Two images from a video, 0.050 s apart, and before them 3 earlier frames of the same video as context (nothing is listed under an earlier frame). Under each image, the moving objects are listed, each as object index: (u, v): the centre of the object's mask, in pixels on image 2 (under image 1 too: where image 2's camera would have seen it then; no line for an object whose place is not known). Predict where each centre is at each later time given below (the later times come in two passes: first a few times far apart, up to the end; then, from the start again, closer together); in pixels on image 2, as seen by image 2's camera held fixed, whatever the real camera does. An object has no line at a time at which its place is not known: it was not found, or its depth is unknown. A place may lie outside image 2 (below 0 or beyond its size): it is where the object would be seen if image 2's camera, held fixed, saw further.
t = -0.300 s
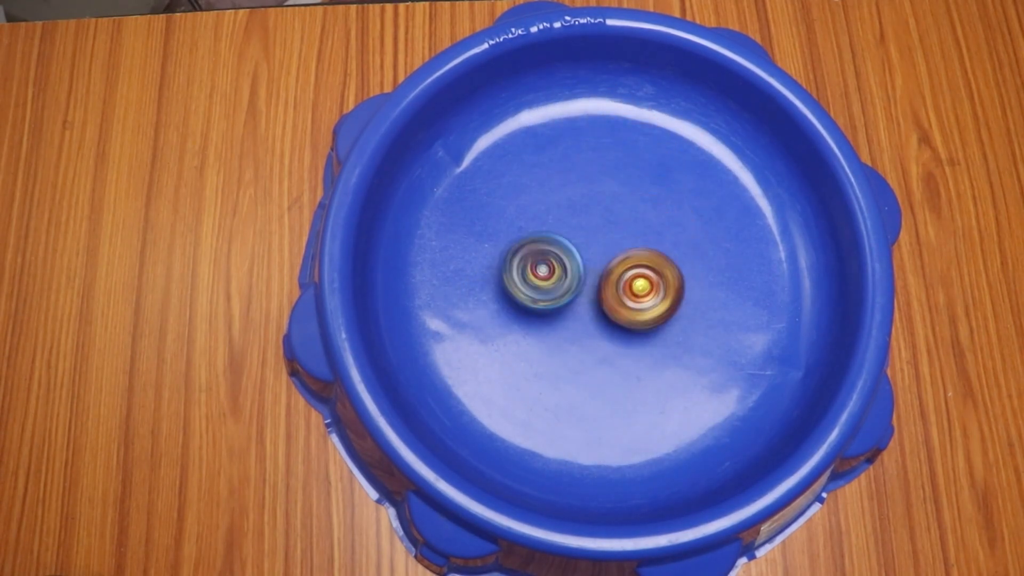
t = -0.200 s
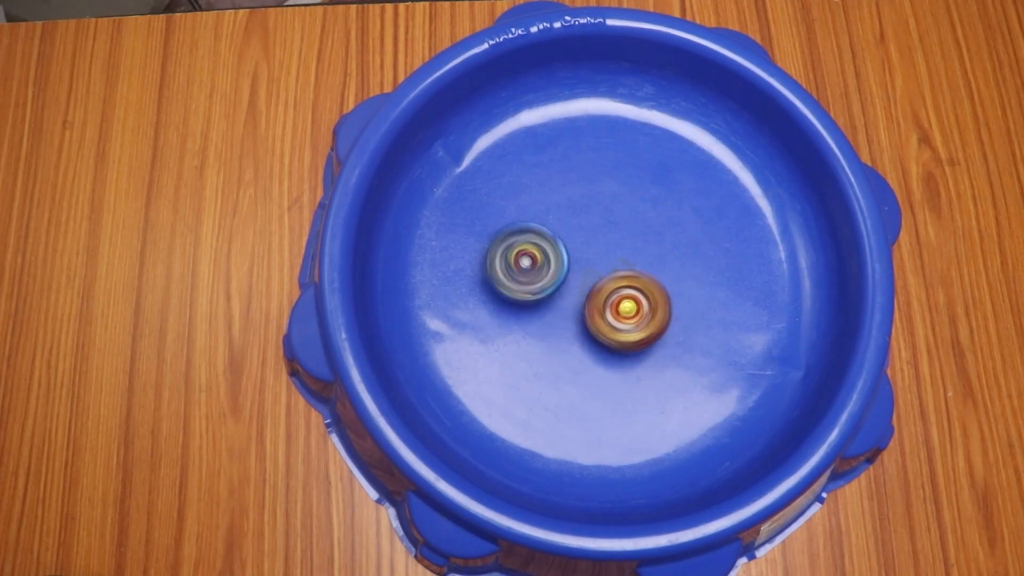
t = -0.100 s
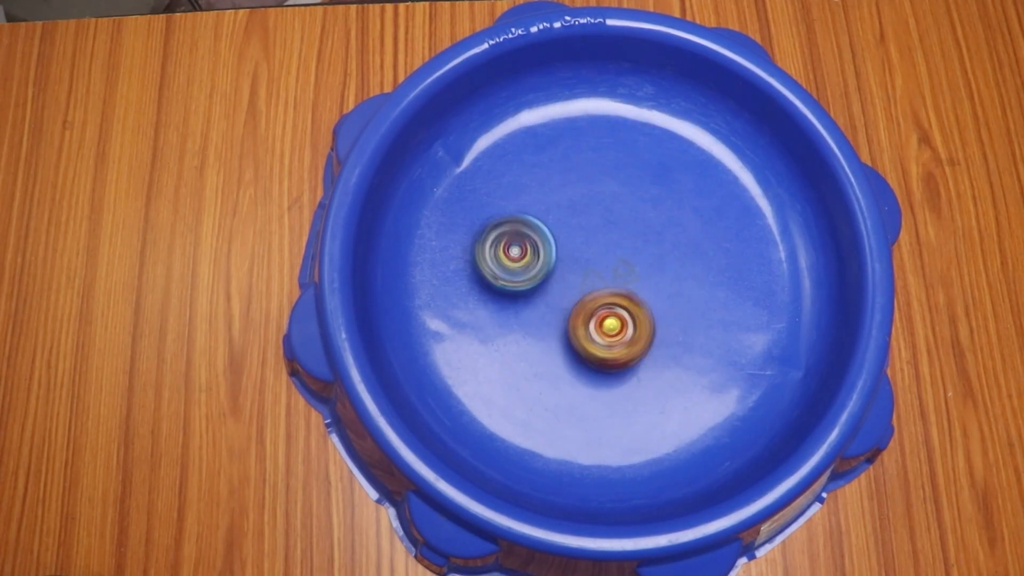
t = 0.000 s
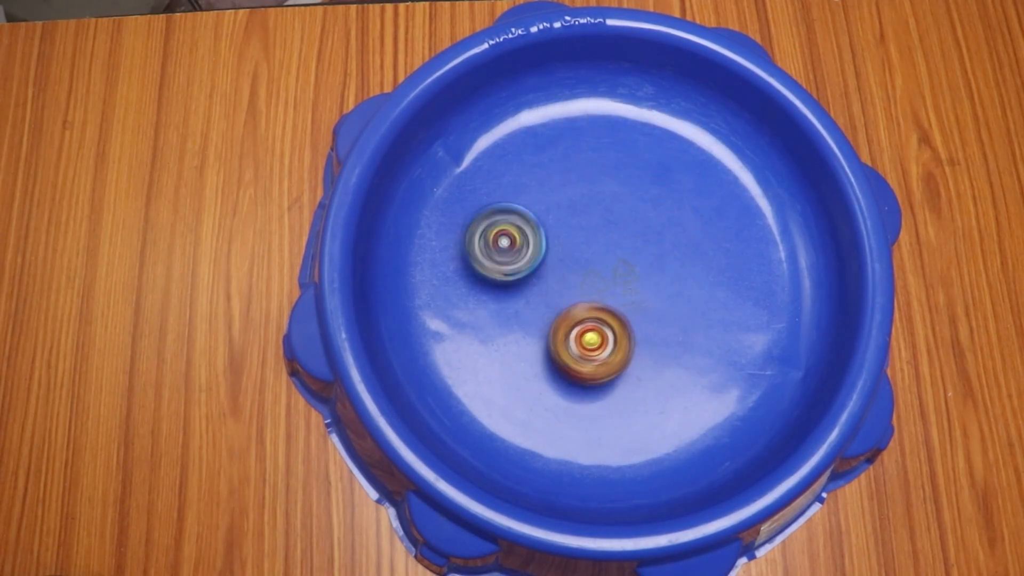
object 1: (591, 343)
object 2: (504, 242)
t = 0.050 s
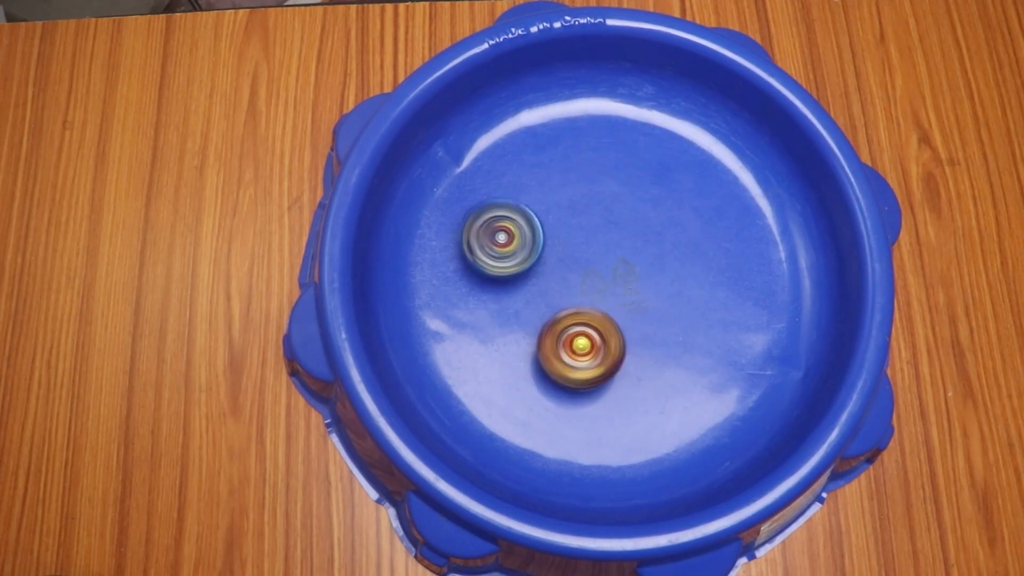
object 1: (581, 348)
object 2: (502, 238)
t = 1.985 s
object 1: (581, 335)
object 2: (679, 357)
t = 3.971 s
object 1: (643, 353)
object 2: (682, 209)
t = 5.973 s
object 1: (642, 318)
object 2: (592, 244)
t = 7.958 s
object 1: (699, 285)
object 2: (594, 219)
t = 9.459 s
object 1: (577, 317)
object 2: (688, 268)
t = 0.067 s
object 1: (577, 350)
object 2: (501, 237)
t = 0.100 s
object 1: (570, 353)
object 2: (500, 235)
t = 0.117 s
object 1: (567, 354)
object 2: (499, 233)
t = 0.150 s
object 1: (559, 355)
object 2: (499, 231)
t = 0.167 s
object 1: (557, 356)
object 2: (500, 231)
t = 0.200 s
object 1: (550, 357)
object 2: (500, 229)
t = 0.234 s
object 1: (544, 357)
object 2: (501, 228)
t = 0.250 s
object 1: (541, 356)
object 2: (503, 227)
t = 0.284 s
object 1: (537, 355)
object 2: (504, 225)
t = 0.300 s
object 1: (535, 355)
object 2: (506, 226)
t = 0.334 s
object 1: (531, 353)
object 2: (510, 224)
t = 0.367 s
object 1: (527, 351)
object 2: (513, 223)
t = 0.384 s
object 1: (526, 350)
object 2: (515, 223)
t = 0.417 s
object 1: (524, 347)
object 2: (519, 222)
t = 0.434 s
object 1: (523, 345)
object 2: (522, 223)
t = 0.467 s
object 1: (522, 342)
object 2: (527, 222)
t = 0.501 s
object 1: (522, 338)
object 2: (533, 220)
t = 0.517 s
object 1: (521, 336)
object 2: (535, 221)
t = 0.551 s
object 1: (521, 331)
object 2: (542, 221)
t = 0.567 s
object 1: (521, 329)
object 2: (544, 220)
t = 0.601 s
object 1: (522, 324)
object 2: (552, 222)
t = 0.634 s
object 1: (522, 319)
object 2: (559, 222)
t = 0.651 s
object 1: (523, 317)
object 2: (561, 221)
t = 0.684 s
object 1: (525, 311)
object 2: (569, 223)
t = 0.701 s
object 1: (527, 309)
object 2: (573, 222)
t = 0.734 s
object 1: (529, 303)
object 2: (580, 223)
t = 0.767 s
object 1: (533, 298)
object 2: (588, 226)
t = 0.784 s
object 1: (535, 296)
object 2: (592, 225)
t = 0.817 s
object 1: (539, 289)
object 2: (600, 227)
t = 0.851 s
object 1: (541, 285)
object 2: (611, 229)
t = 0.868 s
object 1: (541, 285)
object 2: (618, 228)
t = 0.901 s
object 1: (541, 284)
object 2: (627, 226)
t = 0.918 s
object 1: (540, 283)
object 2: (635, 226)
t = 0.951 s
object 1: (541, 283)
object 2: (643, 225)
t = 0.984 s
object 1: (543, 281)
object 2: (651, 225)
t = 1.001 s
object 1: (543, 281)
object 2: (656, 225)
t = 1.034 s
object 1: (545, 281)
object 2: (663, 225)
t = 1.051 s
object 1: (546, 280)
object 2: (667, 226)
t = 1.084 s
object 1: (548, 280)
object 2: (674, 226)
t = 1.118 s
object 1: (551, 280)
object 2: (678, 227)
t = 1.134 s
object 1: (552, 280)
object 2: (683, 228)
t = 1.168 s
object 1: (556, 280)
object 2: (688, 229)
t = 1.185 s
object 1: (557, 280)
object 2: (691, 232)
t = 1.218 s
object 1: (561, 282)
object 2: (696, 233)
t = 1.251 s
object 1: (565, 283)
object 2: (700, 236)
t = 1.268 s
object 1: (567, 284)
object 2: (703, 240)
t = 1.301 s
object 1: (570, 286)
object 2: (708, 242)
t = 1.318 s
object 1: (573, 287)
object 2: (709, 246)
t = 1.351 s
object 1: (577, 289)
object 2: (714, 251)
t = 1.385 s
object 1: (581, 293)
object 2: (715, 255)
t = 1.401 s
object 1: (583, 295)
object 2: (717, 259)
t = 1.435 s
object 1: (586, 297)
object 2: (720, 263)
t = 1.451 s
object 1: (588, 299)
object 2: (720, 267)
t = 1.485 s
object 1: (592, 302)
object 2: (722, 274)
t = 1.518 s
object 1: (594, 305)
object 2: (722, 278)
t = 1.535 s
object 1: (596, 308)
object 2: (721, 283)
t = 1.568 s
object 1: (599, 311)
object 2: (722, 288)
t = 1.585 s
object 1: (600, 312)
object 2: (721, 293)
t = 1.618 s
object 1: (603, 316)
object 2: (720, 300)
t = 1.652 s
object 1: (605, 319)
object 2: (717, 304)
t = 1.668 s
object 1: (605, 320)
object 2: (715, 309)
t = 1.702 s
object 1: (607, 324)
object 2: (713, 314)
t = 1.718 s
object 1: (607, 325)
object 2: (711, 318)
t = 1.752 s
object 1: (608, 328)
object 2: (707, 324)
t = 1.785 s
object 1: (609, 330)
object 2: (702, 328)
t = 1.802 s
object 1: (609, 331)
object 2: (699, 331)
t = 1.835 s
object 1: (605, 330)
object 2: (698, 336)
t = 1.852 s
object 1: (601, 330)
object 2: (697, 339)
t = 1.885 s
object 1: (596, 332)
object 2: (695, 345)
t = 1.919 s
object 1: (591, 333)
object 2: (690, 348)
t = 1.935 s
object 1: (588, 334)
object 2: (688, 352)
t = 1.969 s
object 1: (583, 335)
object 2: (682, 354)
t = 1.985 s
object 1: (581, 335)
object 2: (679, 357)
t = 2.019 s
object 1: (575, 335)
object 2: (673, 358)
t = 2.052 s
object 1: (571, 335)
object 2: (666, 360)
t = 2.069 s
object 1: (569, 335)
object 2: (664, 361)
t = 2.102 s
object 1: (565, 333)
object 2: (657, 363)
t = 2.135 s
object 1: (562, 331)
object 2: (649, 365)
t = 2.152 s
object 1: (560, 329)
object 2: (647, 366)
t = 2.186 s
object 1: (553, 324)
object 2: (642, 370)
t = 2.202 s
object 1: (550, 322)
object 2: (640, 370)
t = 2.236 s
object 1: (545, 316)
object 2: (634, 373)
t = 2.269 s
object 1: (541, 311)
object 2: (629, 375)
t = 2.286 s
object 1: (539, 307)
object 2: (625, 375)
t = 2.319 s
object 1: (535, 301)
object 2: (620, 377)
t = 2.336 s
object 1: (534, 297)
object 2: (616, 376)
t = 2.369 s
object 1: (532, 291)
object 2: (612, 377)
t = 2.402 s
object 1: (531, 283)
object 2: (606, 375)
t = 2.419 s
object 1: (530, 280)
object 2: (604, 376)
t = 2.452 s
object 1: (530, 272)
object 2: (598, 373)
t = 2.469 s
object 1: (530, 268)
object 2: (597, 374)
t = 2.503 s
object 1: (532, 262)
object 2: (591, 370)
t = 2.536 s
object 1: (532, 254)
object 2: (586, 369)
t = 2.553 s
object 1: (534, 251)
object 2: (584, 367)
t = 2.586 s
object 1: (536, 244)
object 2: (579, 364)
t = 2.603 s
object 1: (538, 241)
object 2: (577, 362)
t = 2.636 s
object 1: (542, 235)
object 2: (572, 359)
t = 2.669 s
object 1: (546, 229)
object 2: (570, 356)
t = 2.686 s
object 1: (549, 227)
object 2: (567, 353)
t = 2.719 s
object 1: (553, 221)
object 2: (565, 350)
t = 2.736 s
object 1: (557, 220)
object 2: (563, 347)
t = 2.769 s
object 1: (562, 215)
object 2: (562, 343)
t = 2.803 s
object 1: (569, 212)
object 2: (560, 336)
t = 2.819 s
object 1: (572, 209)
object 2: (560, 335)
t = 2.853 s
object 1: (579, 208)
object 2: (558, 327)
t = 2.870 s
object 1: (583, 206)
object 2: (558, 326)
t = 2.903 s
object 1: (589, 205)
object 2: (557, 318)
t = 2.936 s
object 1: (597, 204)
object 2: (557, 314)
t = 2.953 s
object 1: (600, 203)
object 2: (557, 310)
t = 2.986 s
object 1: (608, 204)
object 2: (558, 305)
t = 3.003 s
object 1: (611, 203)
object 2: (558, 301)
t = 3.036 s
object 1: (620, 205)
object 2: (560, 296)
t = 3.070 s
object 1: (627, 207)
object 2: (562, 289)
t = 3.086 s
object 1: (631, 208)
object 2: (563, 287)
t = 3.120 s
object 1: (638, 210)
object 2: (565, 280)
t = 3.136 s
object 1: (642, 212)
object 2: (567, 278)
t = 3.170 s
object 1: (649, 215)
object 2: (570, 270)
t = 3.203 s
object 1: (656, 220)
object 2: (572, 265)
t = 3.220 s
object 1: (659, 222)
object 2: (575, 261)
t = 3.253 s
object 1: (665, 227)
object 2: (578, 256)
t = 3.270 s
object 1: (668, 230)
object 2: (581, 252)
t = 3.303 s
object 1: (674, 235)
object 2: (584, 247)
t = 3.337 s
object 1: (679, 241)
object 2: (590, 243)
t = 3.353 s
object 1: (681, 245)
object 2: (591, 241)
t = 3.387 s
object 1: (686, 251)
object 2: (597, 235)
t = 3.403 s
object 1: (686, 255)
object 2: (598, 234)
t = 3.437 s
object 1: (690, 262)
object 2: (604, 228)
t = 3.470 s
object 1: (692, 268)
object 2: (608, 224)
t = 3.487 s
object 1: (693, 273)
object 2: (612, 222)
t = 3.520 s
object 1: (694, 279)
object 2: (616, 219)
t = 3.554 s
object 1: (694, 288)
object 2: (622, 216)
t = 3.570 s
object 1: (694, 290)
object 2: (624, 214)
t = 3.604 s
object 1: (693, 299)
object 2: (631, 212)
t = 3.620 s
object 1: (693, 302)
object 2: (632, 211)
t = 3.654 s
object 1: (690, 309)
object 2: (639, 209)
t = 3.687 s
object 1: (688, 316)
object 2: (642, 206)
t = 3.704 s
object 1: (686, 319)
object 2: (646, 205)
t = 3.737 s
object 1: (682, 326)
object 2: (650, 204)
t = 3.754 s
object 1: (680, 328)
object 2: (654, 204)
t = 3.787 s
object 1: (676, 334)
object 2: (658, 204)
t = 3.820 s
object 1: (671, 339)
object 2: (664, 205)
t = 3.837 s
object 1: (668, 341)
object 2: (665, 205)
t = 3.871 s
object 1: (663, 345)
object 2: (671, 206)
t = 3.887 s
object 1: (659, 347)
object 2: (672, 206)
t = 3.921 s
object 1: (653, 350)
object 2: (676, 207)
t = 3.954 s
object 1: (646, 353)
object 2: (678, 208)
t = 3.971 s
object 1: (643, 353)
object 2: (682, 209)
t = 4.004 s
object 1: (635, 355)
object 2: (683, 211)
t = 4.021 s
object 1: (632, 355)
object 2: (686, 212)
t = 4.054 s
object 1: (624, 355)
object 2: (687, 216)
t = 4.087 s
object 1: (617, 354)
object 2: (691, 219)
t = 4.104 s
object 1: (613, 354)
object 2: (691, 221)
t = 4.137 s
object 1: (606, 352)
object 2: (693, 224)
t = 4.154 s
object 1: (603, 351)
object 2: (693, 227)
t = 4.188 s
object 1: (596, 348)
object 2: (694, 229)
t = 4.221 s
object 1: (591, 345)
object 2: (693, 235)
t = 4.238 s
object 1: (587, 343)
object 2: (695, 236)
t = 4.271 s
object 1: (582, 339)
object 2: (694, 241)
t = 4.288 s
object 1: (579, 337)
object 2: (694, 243)
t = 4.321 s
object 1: (575, 332)
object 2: (693, 248)
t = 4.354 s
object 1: (570, 327)
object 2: (692, 252)
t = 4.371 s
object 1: (568, 323)
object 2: (691, 256)
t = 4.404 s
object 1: (565, 318)
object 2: (689, 260)
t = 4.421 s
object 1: (564, 314)
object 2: (689, 263)
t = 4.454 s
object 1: (562, 308)
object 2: (684, 267)
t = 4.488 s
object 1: (560, 301)
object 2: (681, 273)
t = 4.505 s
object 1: (560, 298)
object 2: (678, 275)
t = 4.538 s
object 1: (560, 291)
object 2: (676, 281)
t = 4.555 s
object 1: (561, 288)
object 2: (673, 284)
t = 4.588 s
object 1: (561, 281)
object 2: (670, 288)
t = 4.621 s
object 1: (563, 274)
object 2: (664, 292)
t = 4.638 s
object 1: (564, 270)
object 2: (663, 294)
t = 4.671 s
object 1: (567, 263)
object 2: (656, 299)
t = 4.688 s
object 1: (568, 259)
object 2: (654, 300)
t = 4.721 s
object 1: (572, 253)
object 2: (650, 305)
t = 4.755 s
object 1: (577, 247)
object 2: (646, 308)
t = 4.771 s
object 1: (579, 244)
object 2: (643, 310)
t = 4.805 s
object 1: (585, 238)
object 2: (637, 312)
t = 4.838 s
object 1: (590, 233)
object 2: (631, 317)
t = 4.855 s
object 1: (593, 231)
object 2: (629, 317)
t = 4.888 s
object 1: (599, 227)
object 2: (623, 319)
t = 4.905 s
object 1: (603, 225)
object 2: (619, 320)
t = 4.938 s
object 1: (609, 221)
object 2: (614, 323)
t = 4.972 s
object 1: (615, 218)
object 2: (608, 323)
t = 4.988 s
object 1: (619, 217)
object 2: (607, 324)
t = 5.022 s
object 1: (626, 215)
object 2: (600, 324)
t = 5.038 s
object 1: (630, 215)
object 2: (597, 324)
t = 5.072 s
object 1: (637, 214)
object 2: (591, 325)
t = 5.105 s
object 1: (645, 214)
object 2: (587, 326)
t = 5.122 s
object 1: (647, 214)
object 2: (584, 325)
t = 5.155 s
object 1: (655, 215)
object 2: (579, 324)
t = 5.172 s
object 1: (657, 216)
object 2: (577, 325)
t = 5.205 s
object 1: (664, 217)
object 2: (572, 322)
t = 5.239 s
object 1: (670, 219)
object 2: (568, 322)
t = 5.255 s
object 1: (672, 220)
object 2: (565, 320)
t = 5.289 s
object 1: (678, 224)
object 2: (563, 320)
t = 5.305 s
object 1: (680, 225)
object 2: (560, 317)
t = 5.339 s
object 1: (684, 229)
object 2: (560, 316)
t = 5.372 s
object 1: (688, 234)
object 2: (555, 312)
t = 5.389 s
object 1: (690, 235)
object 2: (556, 311)
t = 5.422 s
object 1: (693, 240)
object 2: (554, 309)
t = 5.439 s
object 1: (694, 242)
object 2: (553, 306)
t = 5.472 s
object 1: (696, 248)
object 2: (554, 305)
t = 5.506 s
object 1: (698, 253)
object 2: (553, 300)
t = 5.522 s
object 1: (698, 256)
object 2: (554, 299)
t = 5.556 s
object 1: (699, 261)
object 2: (553, 294)
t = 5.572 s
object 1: (699, 264)
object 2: (555, 293)
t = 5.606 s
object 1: (697, 270)
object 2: (554, 290)
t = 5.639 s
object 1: (696, 276)
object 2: (559, 286)
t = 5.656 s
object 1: (695, 278)
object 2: (558, 284)
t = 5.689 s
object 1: (691, 284)
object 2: (560, 279)
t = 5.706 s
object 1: (690, 287)
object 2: (563, 278)
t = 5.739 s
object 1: (686, 293)
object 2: (564, 272)
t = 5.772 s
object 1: (681, 297)
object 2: (568, 269)
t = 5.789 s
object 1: (679, 300)
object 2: (569, 266)
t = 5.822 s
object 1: (673, 304)
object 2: (574, 262)
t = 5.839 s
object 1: (670, 306)
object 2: (575, 260)
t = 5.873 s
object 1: (664, 310)
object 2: (579, 255)
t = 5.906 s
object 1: (657, 313)
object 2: (583, 252)
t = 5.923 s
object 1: (653, 315)
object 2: (585, 249)
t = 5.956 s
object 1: (646, 316)
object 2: (591, 246)
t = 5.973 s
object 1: (642, 318)
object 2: (592, 244)
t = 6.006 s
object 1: (635, 319)
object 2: (598, 240)
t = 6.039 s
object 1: (629, 326)
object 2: (602, 230)
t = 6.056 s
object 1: (625, 328)
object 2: (604, 228)
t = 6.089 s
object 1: (619, 330)
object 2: (607, 224)
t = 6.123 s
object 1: (612, 330)
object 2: (610, 218)
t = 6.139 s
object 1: (608, 331)
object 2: (612, 216)
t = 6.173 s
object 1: (601, 330)
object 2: (616, 212)
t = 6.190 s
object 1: (597, 331)
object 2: (619, 210)
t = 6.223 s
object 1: (591, 329)
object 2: (623, 208)
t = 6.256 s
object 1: (585, 327)
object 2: (628, 204)
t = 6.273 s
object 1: (581, 326)
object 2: (631, 204)
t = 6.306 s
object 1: (575, 324)
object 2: (636, 202)
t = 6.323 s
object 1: (573, 322)
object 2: (640, 202)
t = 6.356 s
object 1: (568, 319)
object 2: (644, 201)
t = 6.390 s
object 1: (564, 314)
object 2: (651, 202)
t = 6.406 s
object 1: (561, 313)
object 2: (654, 202)
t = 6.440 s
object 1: (558, 308)
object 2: (659, 203)
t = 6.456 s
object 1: (557, 305)
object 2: (662, 205)
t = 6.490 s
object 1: (554, 300)
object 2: (666, 208)
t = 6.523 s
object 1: (552, 295)
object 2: (672, 211)
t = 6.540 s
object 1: (552, 292)
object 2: (673, 213)
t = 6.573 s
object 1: (552, 287)
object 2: (677, 217)
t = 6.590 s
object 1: (551, 283)
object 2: (679, 220)
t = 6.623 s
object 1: (552, 278)
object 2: (682, 225)
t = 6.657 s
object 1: (553, 273)
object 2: (684, 230)
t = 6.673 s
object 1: (554, 269)
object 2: (685, 233)
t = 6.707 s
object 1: (557, 264)
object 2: (686, 237)
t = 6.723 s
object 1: (558, 261)
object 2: (686, 241)
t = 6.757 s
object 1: (561, 256)
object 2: (686, 246)
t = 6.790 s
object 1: (566, 252)
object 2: (685, 252)
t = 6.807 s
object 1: (567, 249)
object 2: (684, 255)
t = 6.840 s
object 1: (573, 246)
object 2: (683, 261)
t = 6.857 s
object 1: (574, 244)
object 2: (682, 262)
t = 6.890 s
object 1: (580, 240)
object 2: (678, 268)
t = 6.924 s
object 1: (587, 238)
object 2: (674, 272)
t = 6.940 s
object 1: (589, 237)
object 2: (671, 275)
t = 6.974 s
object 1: (593, 231)
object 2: (671, 281)
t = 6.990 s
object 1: (594, 229)
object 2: (667, 283)
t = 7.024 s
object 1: (598, 225)
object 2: (663, 287)
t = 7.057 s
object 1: (601, 222)
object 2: (659, 290)
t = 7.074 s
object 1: (603, 222)
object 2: (655, 293)
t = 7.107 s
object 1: (607, 219)
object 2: (652, 296)
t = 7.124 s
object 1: (610, 218)
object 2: (648, 296)
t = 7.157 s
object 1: (614, 217)
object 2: (642, 298)
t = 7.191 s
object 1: (619, 215)
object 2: (636, 300)
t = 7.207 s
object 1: (620, 214)
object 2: (633, 302)
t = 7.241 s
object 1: (624, 213)
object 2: (627, 301)
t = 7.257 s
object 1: (625, 212)
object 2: (626, 301)
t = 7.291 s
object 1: (631, 212)
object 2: (619, 300)
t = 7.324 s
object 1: (634, 213)
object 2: (616, 298)
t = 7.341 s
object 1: (636, 213)
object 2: (613, 297)
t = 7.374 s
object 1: (639, 215)
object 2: (608, 293)
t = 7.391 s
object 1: (641, 215)
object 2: (606, 292)
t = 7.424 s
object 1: (645, 217)
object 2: (600, 289)
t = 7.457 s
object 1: (649, 218)
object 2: (597, 284)
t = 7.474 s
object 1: (653, 220)
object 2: (594, 283)
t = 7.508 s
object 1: (655, 222)
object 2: (590, 277)
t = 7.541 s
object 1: (659, 225)
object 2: (589, 273)
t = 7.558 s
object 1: (661, 226)
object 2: (587, 272)
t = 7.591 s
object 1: (664, 230)
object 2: (585, 266)
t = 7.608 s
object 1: (665, 231)
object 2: (585, 265)
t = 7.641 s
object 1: (668, 235)
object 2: (584, 259)
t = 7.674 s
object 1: (670, 239)
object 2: (585, 253)
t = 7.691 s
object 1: (676, 242)
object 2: (582, 252)
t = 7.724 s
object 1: (686, 246)
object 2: (579, 244)
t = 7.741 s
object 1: (689, 249)
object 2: (579, 242)
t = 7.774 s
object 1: (694, 255)
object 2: (580, 239)
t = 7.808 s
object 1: (696, 260)
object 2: (581, 234)
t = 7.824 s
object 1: (697, 262)
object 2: (582, 232)
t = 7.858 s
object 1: (699, 268)
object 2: (583, 229)
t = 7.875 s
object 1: (700, 270)
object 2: (584, 226)
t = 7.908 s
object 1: (700, 276)
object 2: (589, 223)
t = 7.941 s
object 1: (700, 282)
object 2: (592, 220)
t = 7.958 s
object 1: (699, 285)
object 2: (594, 219)
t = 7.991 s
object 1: (697, 291)
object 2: (599, 218)
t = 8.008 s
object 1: (696, 293)
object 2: (600, 218)
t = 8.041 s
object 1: (693, 298)
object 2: (605, 216)
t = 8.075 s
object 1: (689, 302)
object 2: (610, 217)
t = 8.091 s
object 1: (686, 304)
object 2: (612, 217)
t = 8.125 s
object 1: (681, 307)
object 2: (617, 219)
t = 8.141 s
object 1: (679, 309)
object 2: (619, 220)
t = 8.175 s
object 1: (674, 311)
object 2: (622, 222)
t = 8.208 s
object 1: (668, 312)
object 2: (626, 226)
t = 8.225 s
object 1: (665, 312)
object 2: (628, 227)
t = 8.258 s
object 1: (659, 312)
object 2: (630, 231)
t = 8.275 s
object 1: (656, 315)
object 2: (632, 230)
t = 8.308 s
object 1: (651, 323)
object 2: (637, 226)
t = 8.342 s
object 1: (645, 327)
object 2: (640, 223)
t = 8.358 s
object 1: (642, 327)
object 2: (641, 223)
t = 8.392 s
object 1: (636, 327)
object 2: (642, 223)
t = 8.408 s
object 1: (633, 325)
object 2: (642, 221)
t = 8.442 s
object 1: (627, 322)
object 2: (647, 222)
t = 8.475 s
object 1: (624, 319)
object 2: (647, 224)
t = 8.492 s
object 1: (622, 316)
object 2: (645, 221)
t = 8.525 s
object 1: (620, 313)
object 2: (649, 222)
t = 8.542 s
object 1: (619, 311)
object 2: (650, 223)
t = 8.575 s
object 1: (616, 306)
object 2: (647, 224)
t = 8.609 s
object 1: (616, 301)
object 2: (651, 225)
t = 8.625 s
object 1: (615, 299)
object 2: (651, 226)
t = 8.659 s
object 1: (603, 307)
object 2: (664, 221)
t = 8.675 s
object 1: (598, 308)
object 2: (670, 219)
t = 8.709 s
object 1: (590, 311)
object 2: (679, 216)
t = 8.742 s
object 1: (585, 311)
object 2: (684, 215)
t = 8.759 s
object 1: (584, 311)
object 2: (685, 216)
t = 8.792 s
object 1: (585, 308)
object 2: (687, 218)
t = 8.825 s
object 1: (588, 310)
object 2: (690, 220)
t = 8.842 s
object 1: (588, 309)
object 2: (691, 222)
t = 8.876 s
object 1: (589, 306)
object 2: (691, 223)
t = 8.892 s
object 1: (591, 305)
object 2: (693, 224)
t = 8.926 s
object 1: (594, 306)
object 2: (693, 228)
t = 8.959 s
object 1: (597, 305)
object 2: (694, 232)
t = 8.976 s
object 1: (597, 304)
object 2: (694, 235)
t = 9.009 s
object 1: (601, 304)
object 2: (694, 239)
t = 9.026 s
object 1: (603, 303)
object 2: (692, 240)
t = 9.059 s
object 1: (606, 303)
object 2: (689, 246)
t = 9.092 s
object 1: (609, 304)
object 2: (685, 250)
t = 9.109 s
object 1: (611, 304)
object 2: (685, 253)
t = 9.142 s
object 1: (611, 306)
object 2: (681, 257)
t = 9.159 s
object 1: (607, 308)
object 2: (684, 257)
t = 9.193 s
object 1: (602, 312)
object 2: (686, 256)
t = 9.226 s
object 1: (598, 315)
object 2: (690, 257)
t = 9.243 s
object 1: (596, 316)
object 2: (693, 257)
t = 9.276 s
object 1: (593, 317)
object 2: (695, 259)
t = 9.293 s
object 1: (592, 317)
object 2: (696, 259)
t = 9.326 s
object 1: (591, 319)
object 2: (696, 262)
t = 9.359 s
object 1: (586, 321)
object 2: (697, 264)
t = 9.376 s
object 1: (584, 320)
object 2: (697, 265)
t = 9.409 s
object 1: (580, 318)
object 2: (694, 267)
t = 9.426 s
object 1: (579, 318)
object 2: (692, 269)
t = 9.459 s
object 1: (577, 317)
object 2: (688, 268)
